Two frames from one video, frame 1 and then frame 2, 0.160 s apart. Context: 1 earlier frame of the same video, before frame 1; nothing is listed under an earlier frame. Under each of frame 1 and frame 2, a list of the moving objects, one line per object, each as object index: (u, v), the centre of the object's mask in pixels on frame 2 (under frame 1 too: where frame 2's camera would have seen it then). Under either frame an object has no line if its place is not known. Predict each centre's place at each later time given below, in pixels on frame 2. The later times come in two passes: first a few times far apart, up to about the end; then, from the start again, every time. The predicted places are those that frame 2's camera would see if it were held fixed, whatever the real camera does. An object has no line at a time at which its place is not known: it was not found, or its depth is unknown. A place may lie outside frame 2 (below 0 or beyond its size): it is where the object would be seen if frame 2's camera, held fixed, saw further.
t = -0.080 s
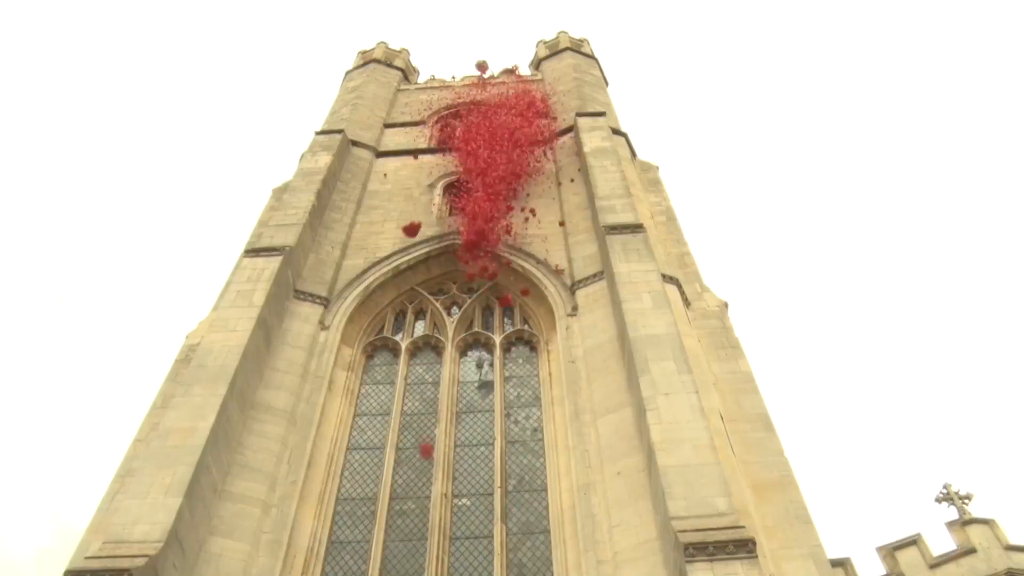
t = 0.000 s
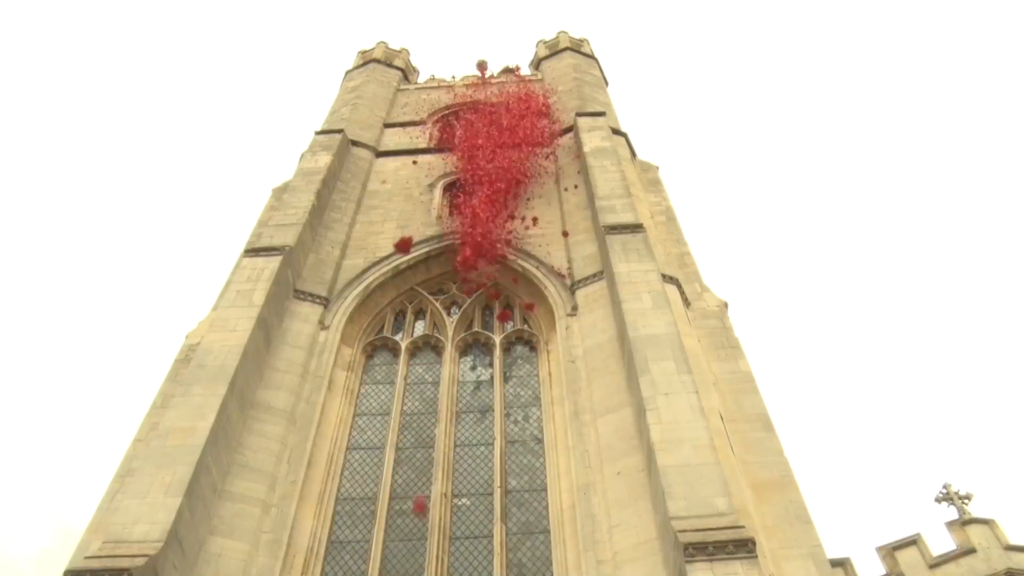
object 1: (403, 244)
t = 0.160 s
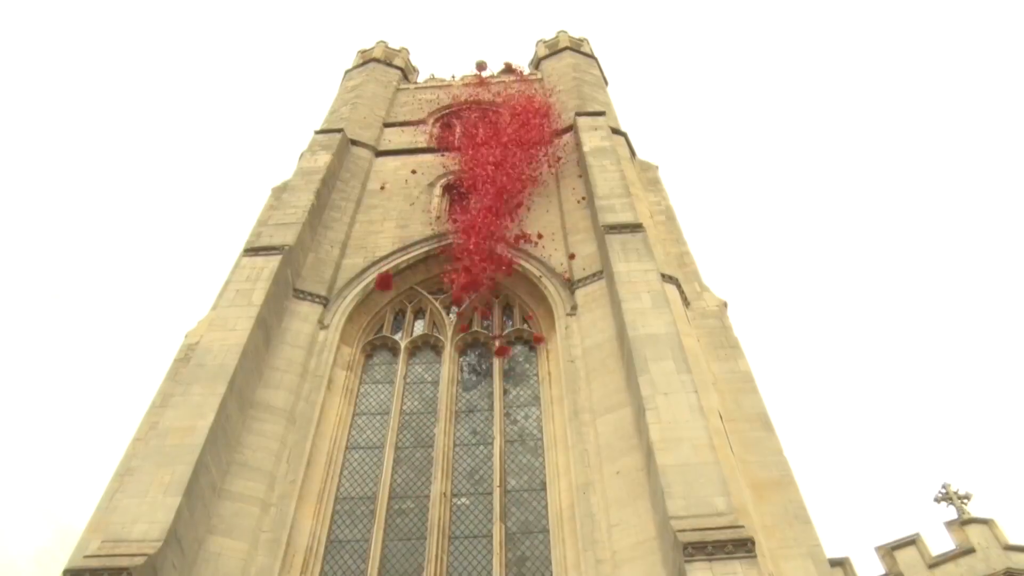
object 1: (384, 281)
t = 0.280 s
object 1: (365, 314)
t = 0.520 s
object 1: (318, 404)
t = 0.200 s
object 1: (377, 292)
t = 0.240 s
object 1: (372, 302)
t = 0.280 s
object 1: (365, 314)
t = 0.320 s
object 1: (359, 327)
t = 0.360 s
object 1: (352, 340)
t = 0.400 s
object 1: (344, 355)
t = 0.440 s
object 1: (336, 370)
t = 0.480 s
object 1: (327, 386)
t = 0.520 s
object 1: (318, 404)
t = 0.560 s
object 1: (308, 423)
